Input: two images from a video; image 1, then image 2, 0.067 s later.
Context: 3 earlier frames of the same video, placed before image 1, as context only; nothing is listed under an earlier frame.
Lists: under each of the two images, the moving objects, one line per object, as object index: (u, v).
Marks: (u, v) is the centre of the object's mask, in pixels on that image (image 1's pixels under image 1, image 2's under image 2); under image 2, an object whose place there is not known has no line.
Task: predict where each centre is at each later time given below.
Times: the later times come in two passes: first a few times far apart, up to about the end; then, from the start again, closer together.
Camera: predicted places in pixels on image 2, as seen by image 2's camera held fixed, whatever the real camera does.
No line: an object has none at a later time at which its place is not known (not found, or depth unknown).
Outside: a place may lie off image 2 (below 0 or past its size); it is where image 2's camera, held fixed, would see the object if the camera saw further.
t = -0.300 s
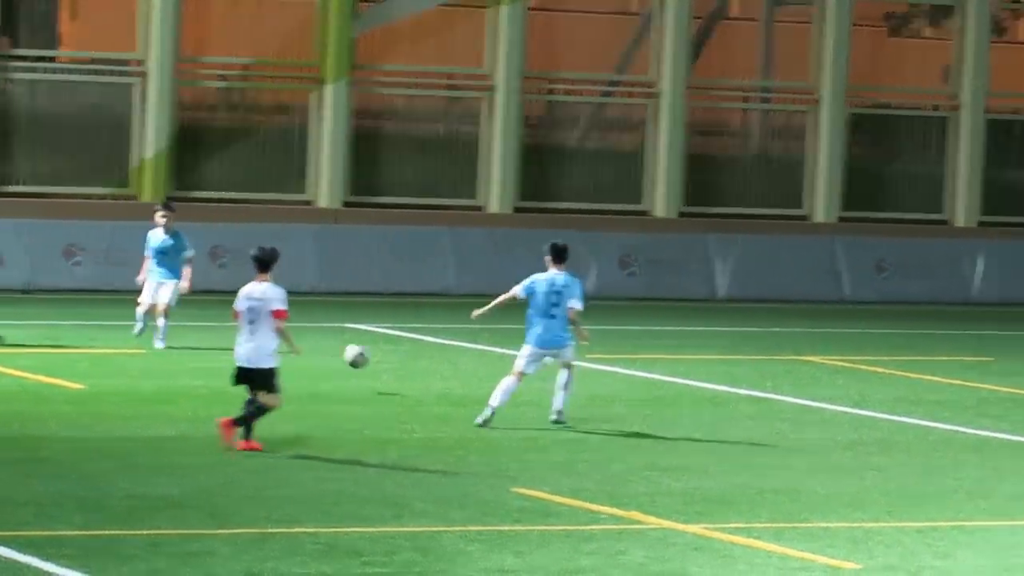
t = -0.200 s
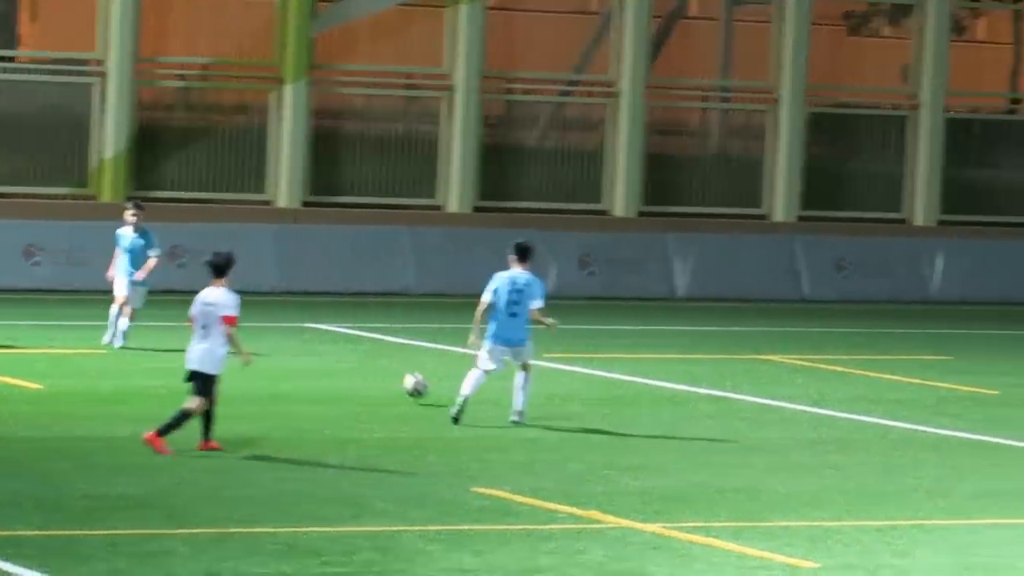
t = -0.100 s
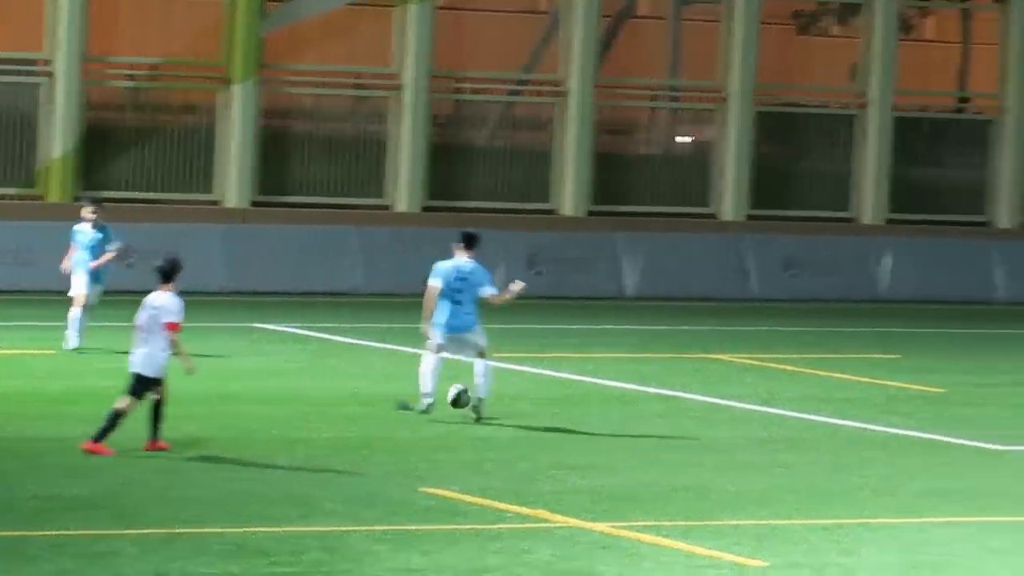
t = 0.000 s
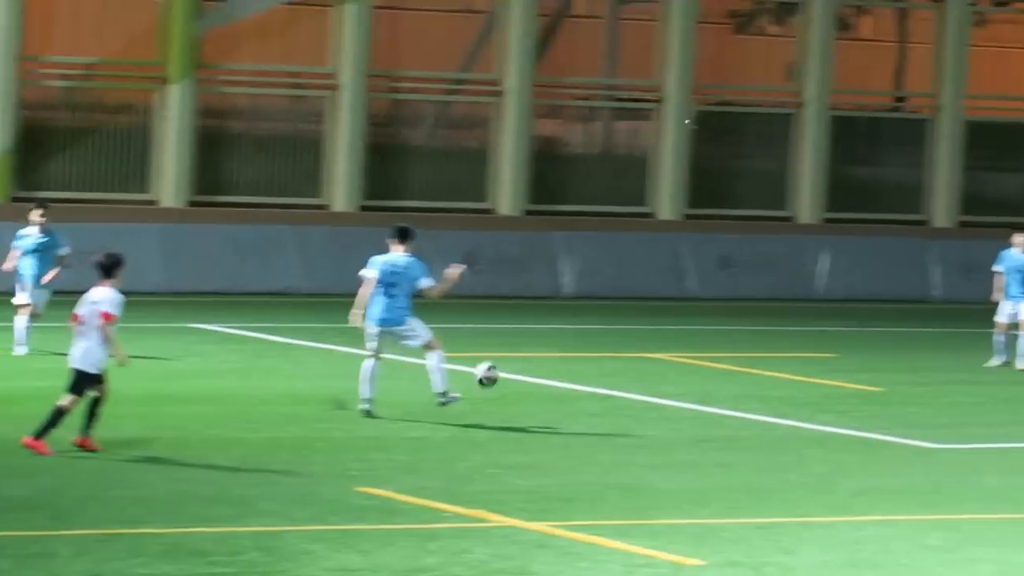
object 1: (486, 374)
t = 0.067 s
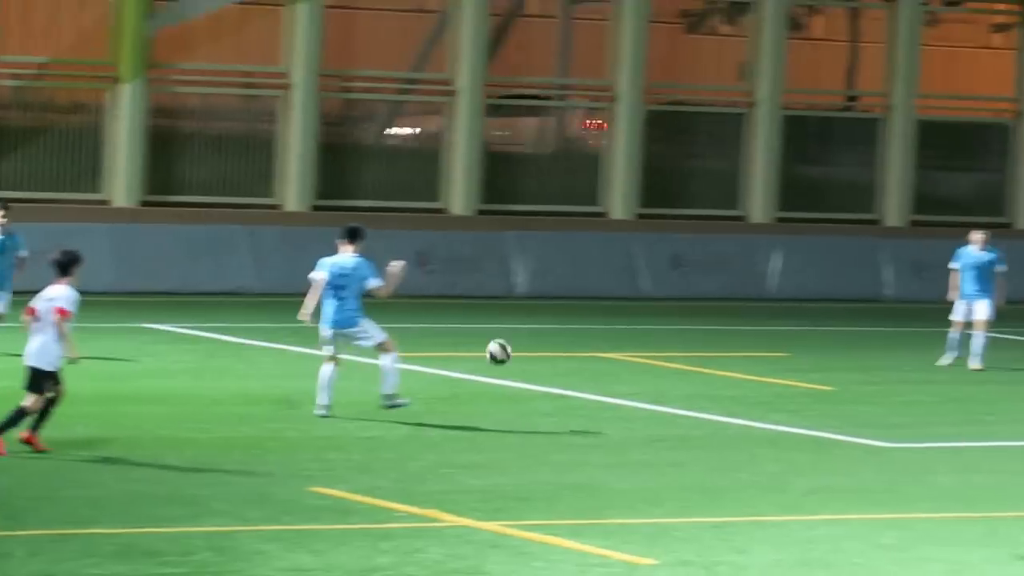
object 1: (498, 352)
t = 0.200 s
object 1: (616, 323)
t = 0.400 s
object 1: (790, 324)
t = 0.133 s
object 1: (557, 335)
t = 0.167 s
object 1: (586, 328)
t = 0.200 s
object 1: (616, 323)
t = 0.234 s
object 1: (645, 320)
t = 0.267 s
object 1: (674, 318)
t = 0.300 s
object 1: (703, 317)
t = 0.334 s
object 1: (733, 318)
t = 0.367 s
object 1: (761, 320)
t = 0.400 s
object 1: (790, 324)
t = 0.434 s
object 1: (820, 328)
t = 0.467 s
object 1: (850, 335)
